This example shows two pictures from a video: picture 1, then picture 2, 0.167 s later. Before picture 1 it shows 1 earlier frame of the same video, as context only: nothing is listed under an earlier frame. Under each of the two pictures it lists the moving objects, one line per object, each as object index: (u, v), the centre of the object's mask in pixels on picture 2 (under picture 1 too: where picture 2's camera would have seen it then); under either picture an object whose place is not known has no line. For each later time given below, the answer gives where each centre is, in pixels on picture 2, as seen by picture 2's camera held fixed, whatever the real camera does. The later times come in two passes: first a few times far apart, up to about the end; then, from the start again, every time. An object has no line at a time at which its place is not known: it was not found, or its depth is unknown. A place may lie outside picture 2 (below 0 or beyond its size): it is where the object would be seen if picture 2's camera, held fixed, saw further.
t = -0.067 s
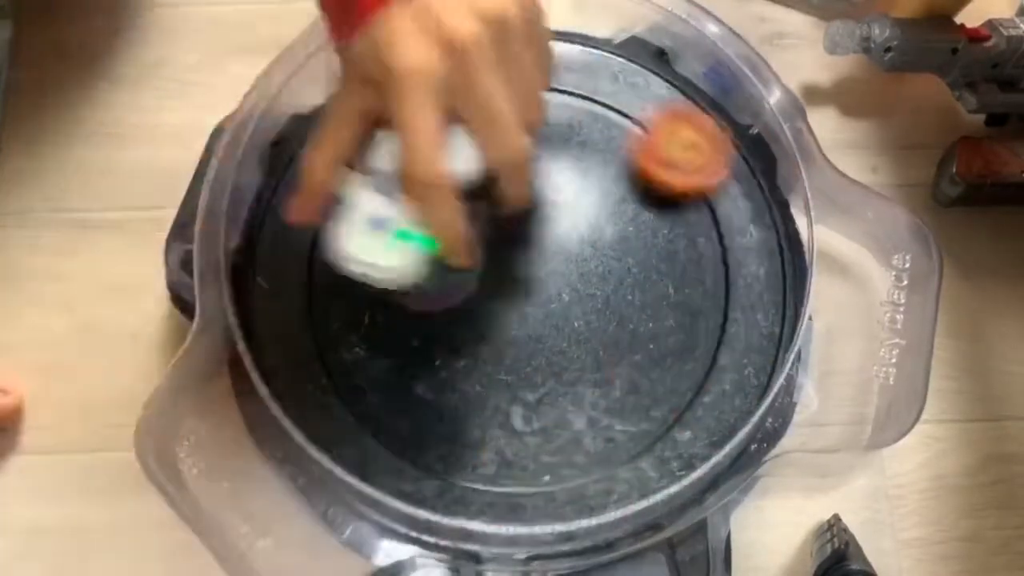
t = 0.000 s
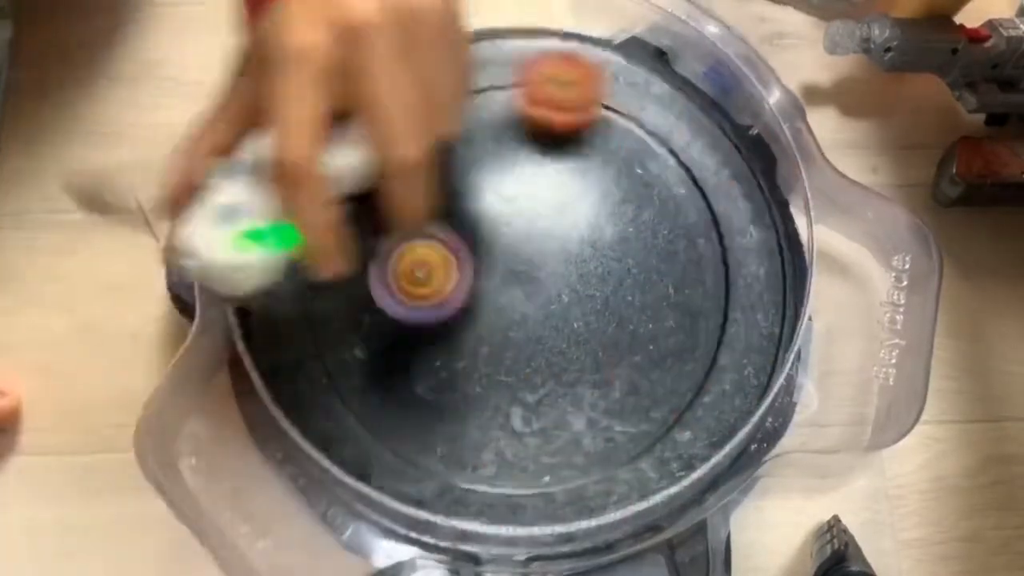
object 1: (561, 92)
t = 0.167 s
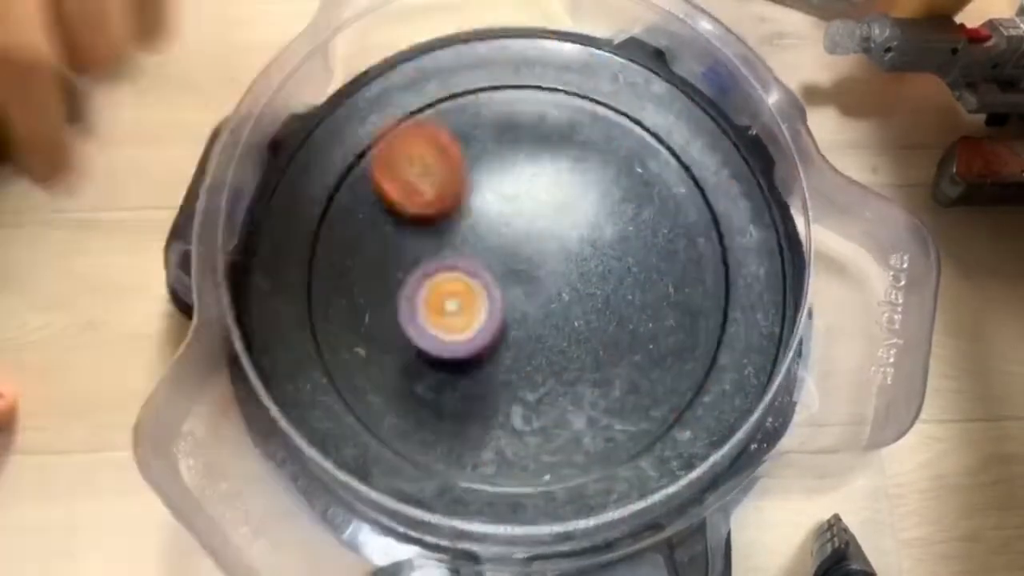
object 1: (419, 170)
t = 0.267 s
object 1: (494, 266)
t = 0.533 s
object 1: (722, 265)
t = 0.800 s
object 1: (579, 89)
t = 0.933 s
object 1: (420, 127)
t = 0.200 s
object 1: (444, 220)
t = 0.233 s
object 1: (469, 247)
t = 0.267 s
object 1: (494, 266)
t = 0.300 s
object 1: (525, 283)
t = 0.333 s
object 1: (555, 297)
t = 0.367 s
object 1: (589, 306)
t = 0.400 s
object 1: (621, 309)
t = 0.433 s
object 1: (651, 306)
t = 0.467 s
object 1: (680, 297)
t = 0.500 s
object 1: (702, 283)
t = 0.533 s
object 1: (722, 265)
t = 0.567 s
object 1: (733, 233)
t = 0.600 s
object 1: (739, 191)
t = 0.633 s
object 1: (727, 164)
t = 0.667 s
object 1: (701, 140)
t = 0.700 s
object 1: (674, 122)
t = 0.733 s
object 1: (646, 105)
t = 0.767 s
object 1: (616, 96)
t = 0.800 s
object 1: (579, 89)
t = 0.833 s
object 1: (540, 89)
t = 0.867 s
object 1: (500, 94)
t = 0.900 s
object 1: (460, 107)
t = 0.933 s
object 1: (420, 127)
